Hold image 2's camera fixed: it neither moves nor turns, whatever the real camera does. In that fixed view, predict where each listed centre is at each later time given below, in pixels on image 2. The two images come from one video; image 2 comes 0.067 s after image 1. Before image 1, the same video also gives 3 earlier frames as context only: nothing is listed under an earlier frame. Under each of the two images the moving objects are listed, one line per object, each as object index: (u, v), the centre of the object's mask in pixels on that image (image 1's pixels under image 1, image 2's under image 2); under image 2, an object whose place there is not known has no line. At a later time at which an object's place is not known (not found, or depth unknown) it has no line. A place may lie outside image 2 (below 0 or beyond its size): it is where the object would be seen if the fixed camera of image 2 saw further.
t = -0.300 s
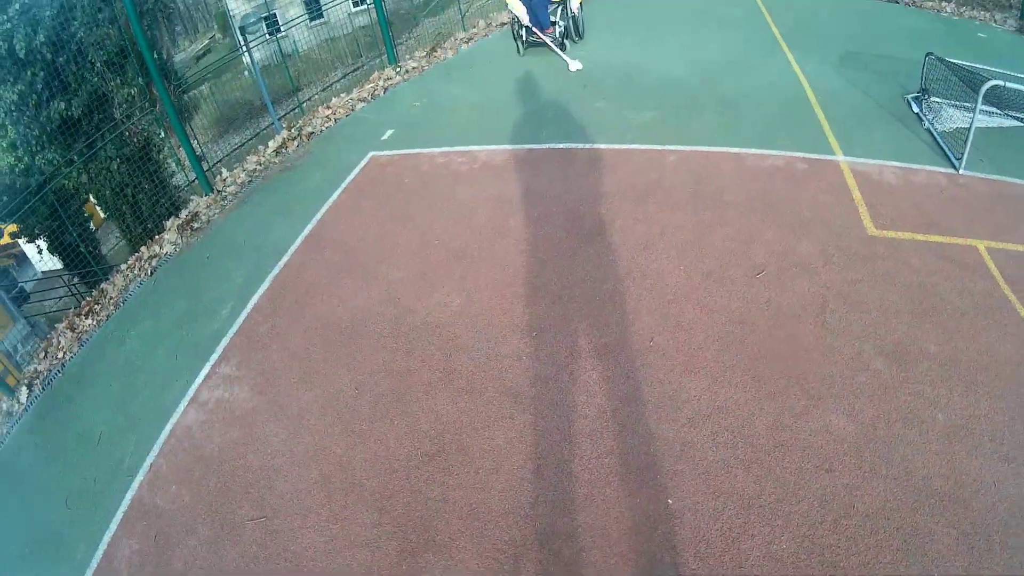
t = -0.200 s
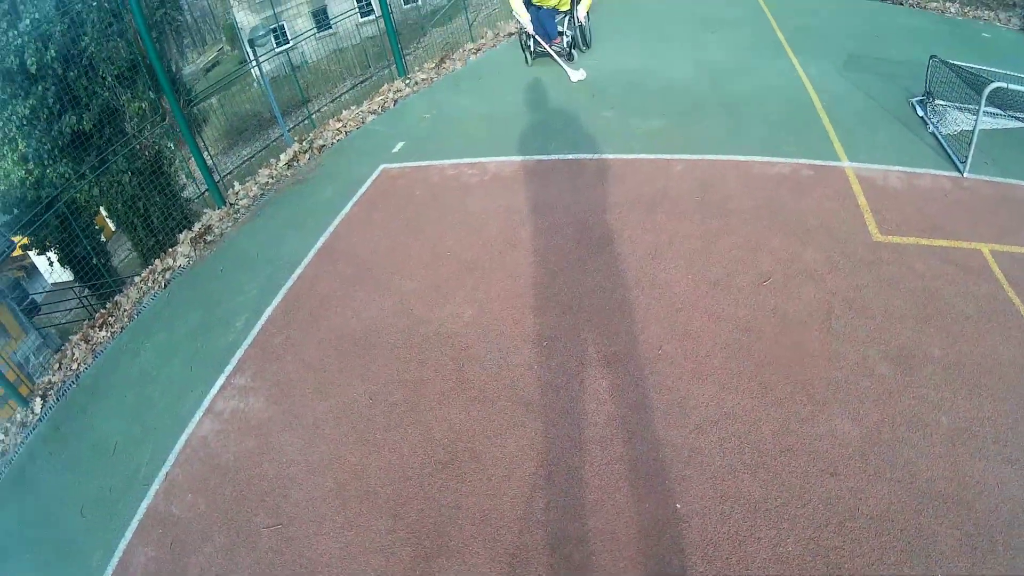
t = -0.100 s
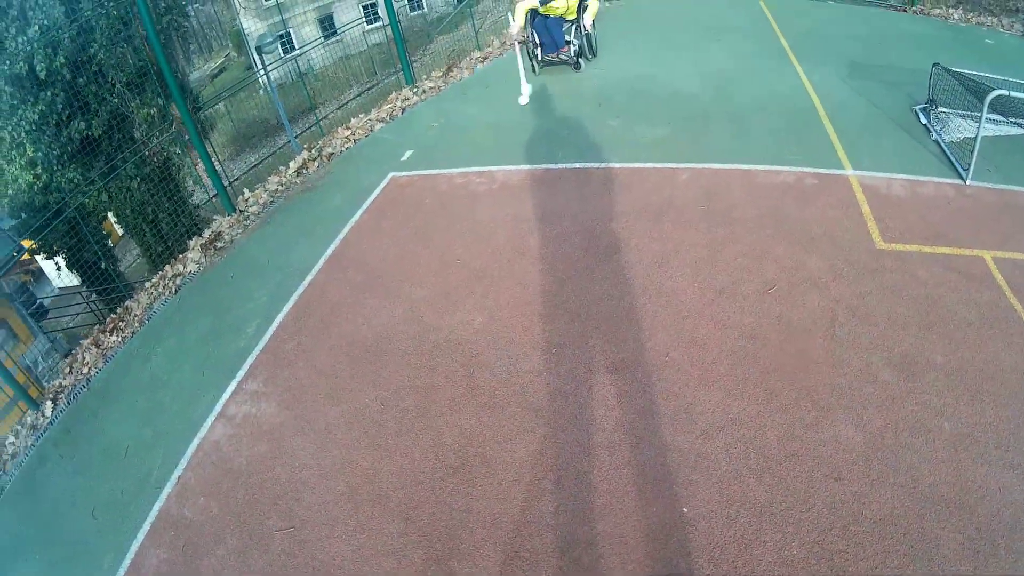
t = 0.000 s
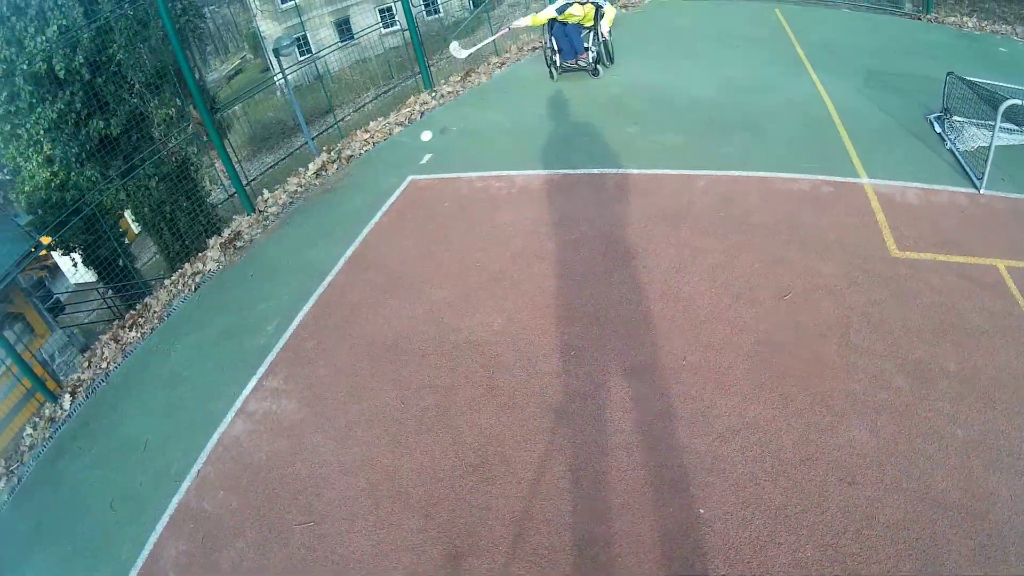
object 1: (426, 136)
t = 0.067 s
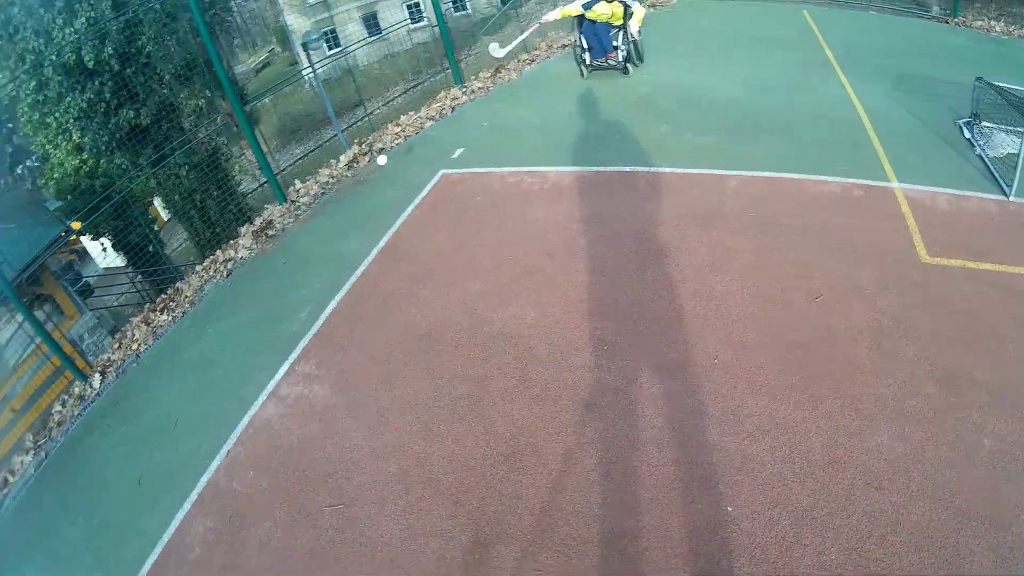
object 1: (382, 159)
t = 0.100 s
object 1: (349, 176)
